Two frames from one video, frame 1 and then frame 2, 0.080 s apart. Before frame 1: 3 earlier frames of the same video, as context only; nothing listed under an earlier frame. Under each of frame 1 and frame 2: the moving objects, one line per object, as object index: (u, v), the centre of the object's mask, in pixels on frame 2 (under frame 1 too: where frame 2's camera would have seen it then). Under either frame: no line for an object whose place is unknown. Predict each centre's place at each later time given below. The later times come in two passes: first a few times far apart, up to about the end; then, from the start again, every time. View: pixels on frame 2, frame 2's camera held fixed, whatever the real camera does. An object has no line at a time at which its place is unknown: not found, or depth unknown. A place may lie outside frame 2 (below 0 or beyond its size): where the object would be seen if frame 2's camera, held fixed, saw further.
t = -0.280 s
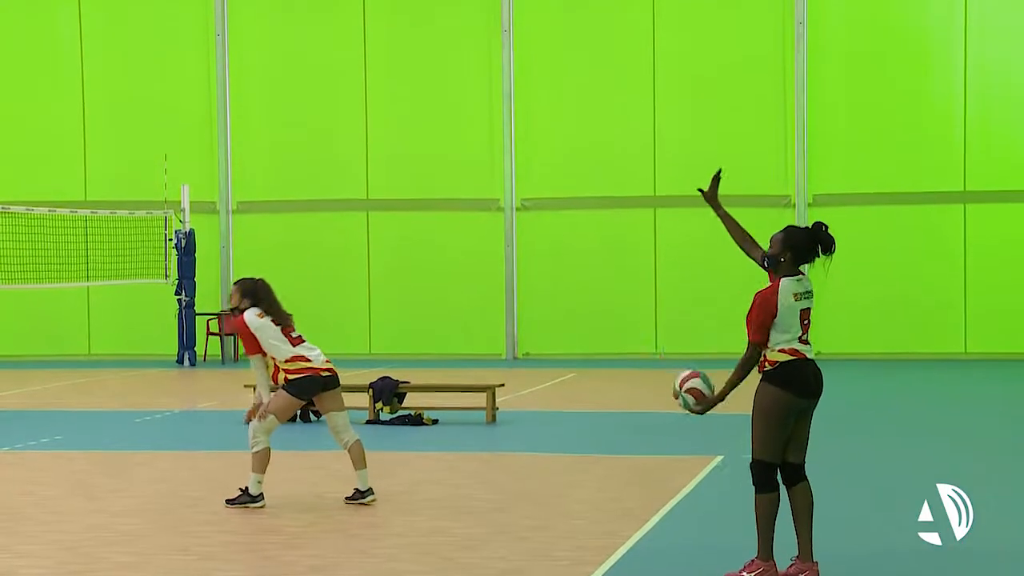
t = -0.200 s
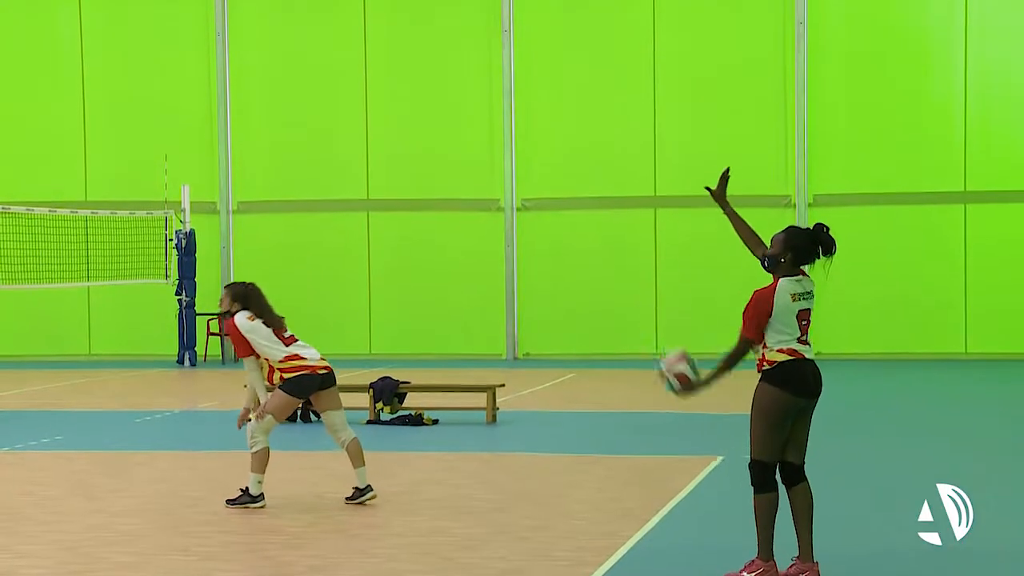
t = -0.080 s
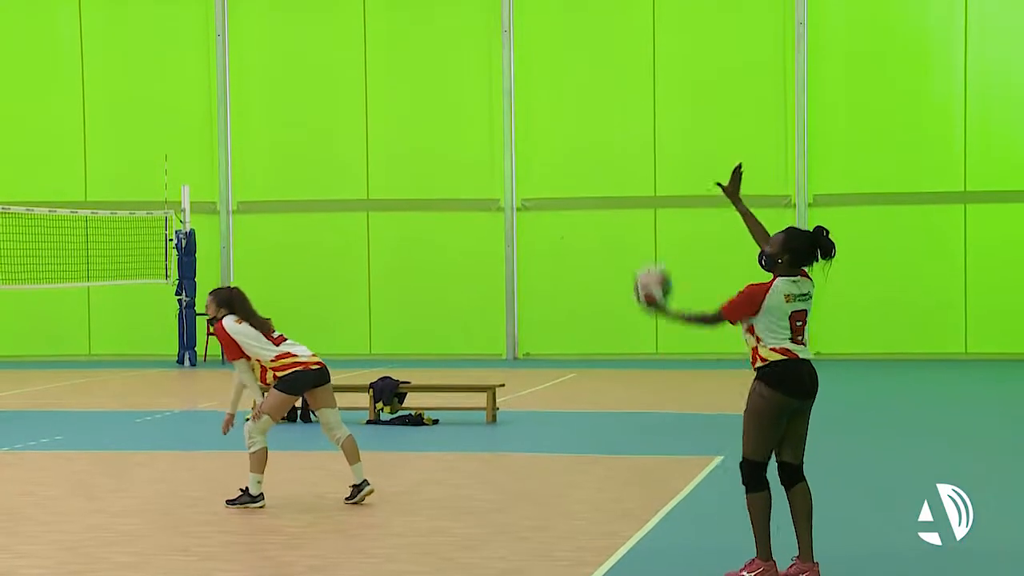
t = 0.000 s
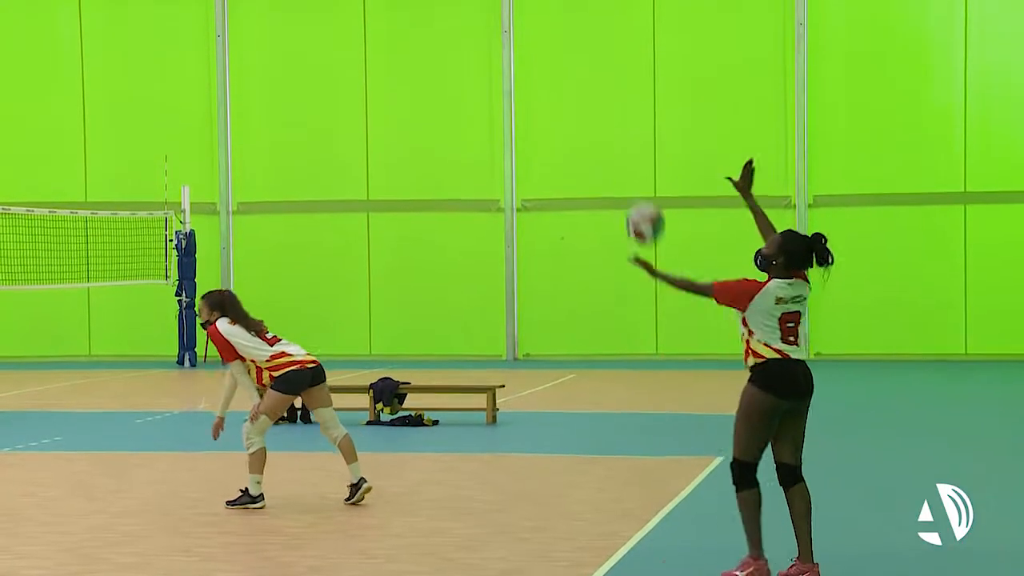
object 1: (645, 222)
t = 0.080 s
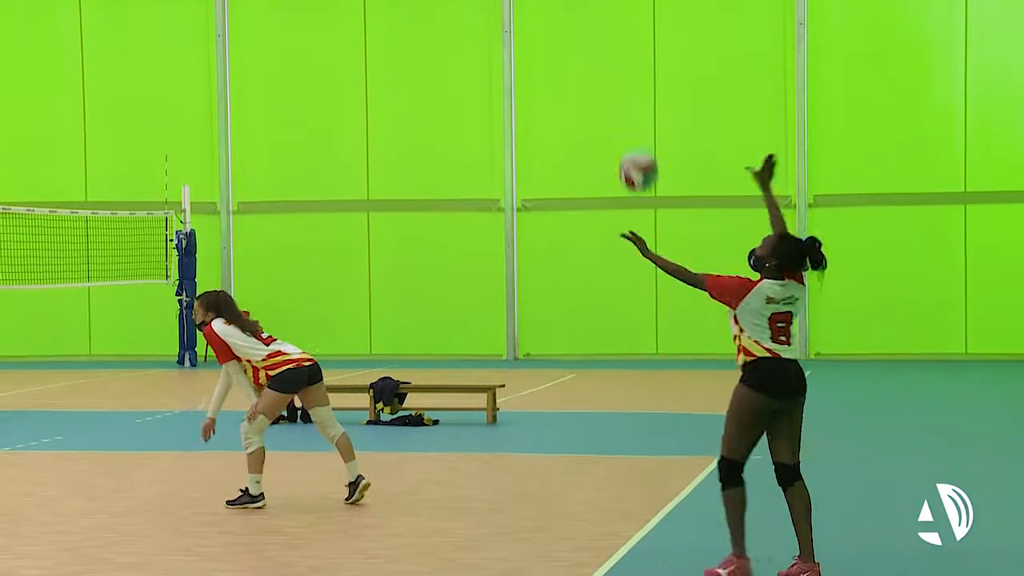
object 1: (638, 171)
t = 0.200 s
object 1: (629, 115)
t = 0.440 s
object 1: (610, 86)
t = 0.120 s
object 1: (634, 149)
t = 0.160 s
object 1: (631, 131)
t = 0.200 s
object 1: (629, 115)
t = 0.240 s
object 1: (626, 104)
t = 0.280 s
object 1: (622, 94)
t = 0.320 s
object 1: (619, 88)
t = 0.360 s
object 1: (616, 85)
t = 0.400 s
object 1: (613, 84)
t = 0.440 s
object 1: (610, 86)
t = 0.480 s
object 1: (607, 92)
